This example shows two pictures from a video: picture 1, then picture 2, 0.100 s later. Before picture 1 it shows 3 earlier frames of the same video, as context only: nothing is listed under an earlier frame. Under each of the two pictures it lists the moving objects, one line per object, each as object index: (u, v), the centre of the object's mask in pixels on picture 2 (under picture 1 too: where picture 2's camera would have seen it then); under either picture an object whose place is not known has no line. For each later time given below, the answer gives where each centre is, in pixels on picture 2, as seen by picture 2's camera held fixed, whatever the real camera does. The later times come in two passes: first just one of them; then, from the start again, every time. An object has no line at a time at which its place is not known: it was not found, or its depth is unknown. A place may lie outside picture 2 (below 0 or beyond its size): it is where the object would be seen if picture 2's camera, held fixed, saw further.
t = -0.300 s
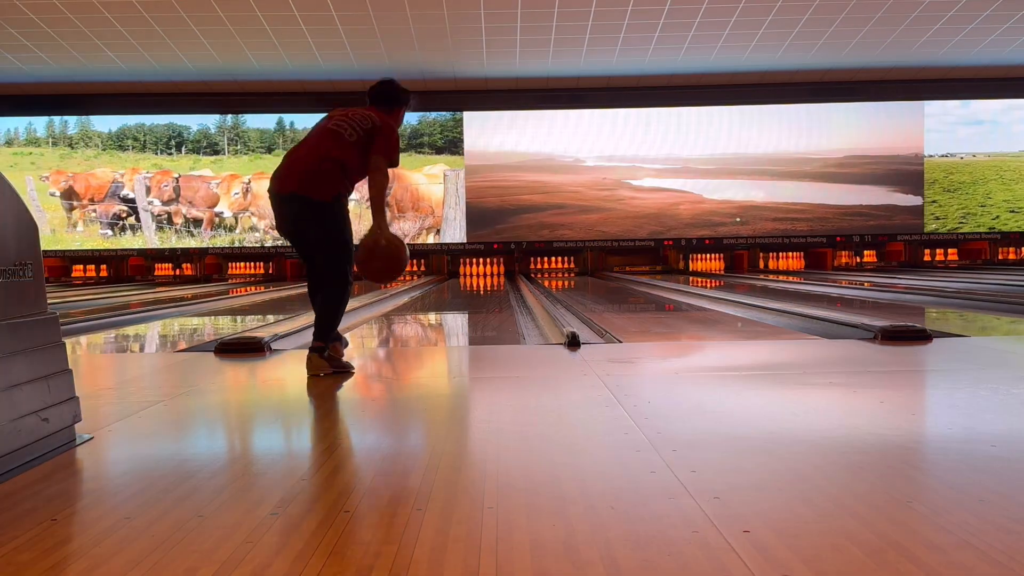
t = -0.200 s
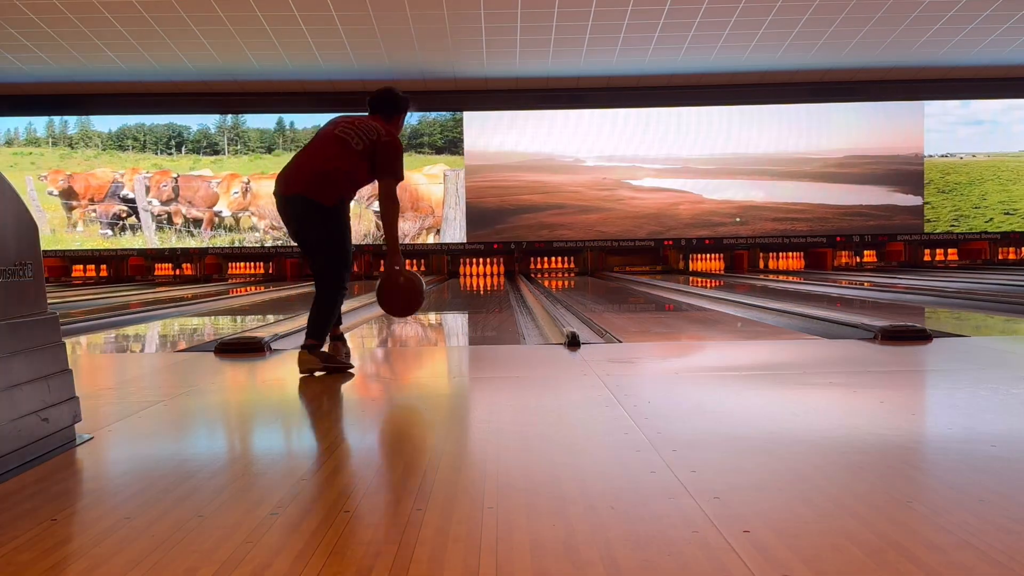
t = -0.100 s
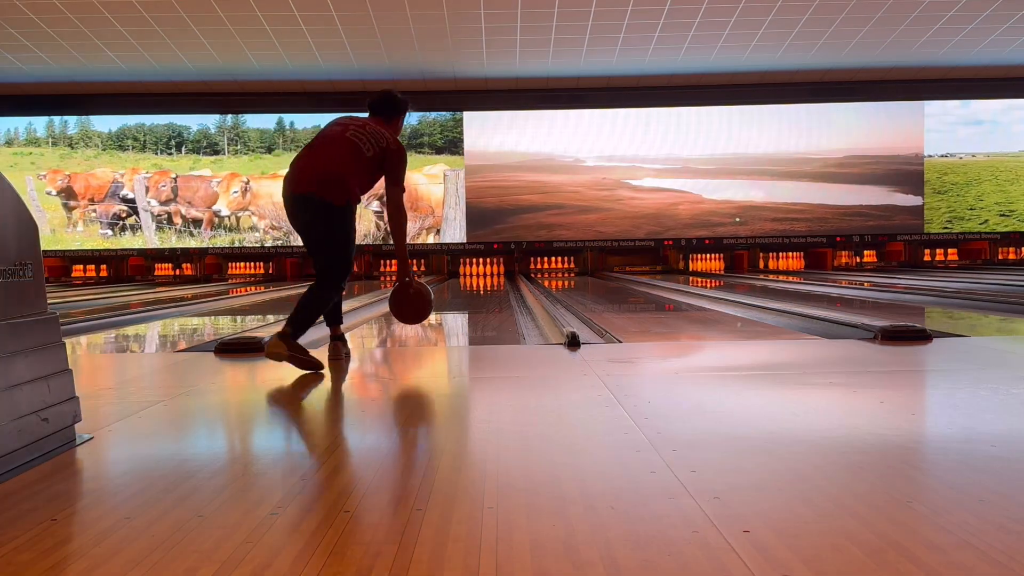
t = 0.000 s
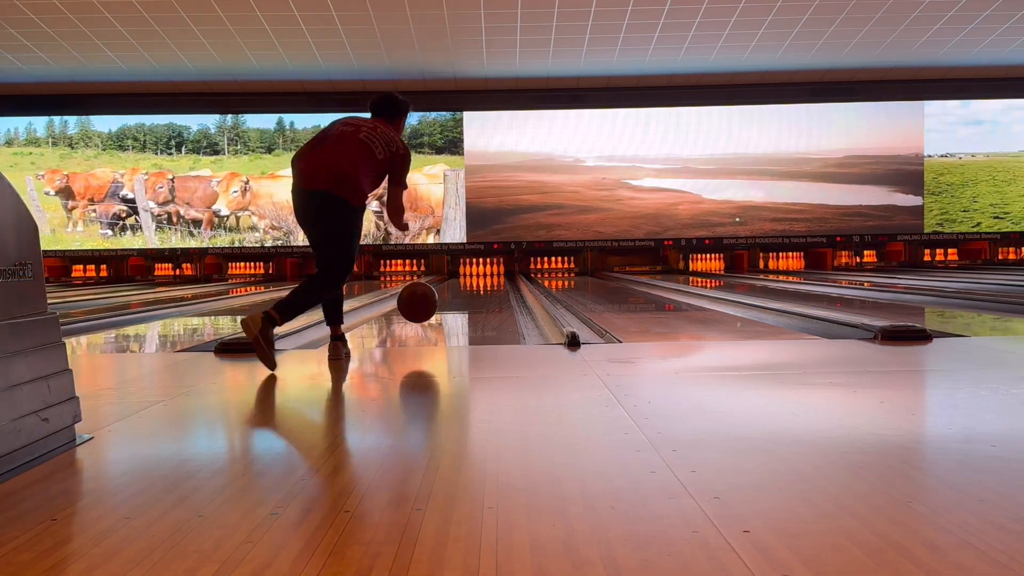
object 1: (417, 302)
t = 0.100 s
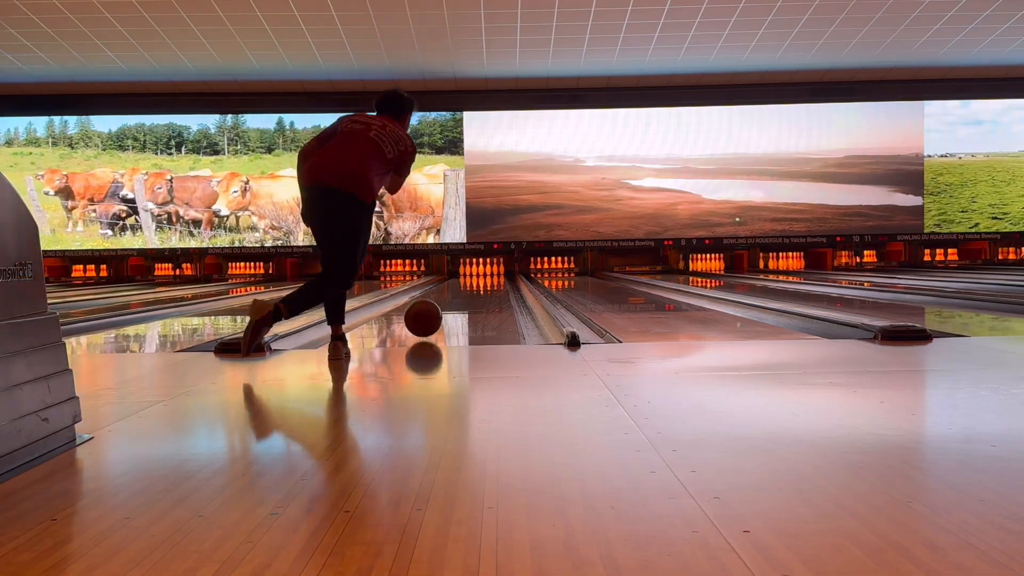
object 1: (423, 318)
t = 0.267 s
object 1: (430, 312)
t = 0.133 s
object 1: (425, 317)
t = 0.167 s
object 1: (426, 316)
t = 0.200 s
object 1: (428, 315)
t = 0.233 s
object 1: (429, 313)
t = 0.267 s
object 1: (430, 312)
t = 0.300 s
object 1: (431, 311)
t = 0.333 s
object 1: (433, 309)
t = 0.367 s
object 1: (434, 308)
